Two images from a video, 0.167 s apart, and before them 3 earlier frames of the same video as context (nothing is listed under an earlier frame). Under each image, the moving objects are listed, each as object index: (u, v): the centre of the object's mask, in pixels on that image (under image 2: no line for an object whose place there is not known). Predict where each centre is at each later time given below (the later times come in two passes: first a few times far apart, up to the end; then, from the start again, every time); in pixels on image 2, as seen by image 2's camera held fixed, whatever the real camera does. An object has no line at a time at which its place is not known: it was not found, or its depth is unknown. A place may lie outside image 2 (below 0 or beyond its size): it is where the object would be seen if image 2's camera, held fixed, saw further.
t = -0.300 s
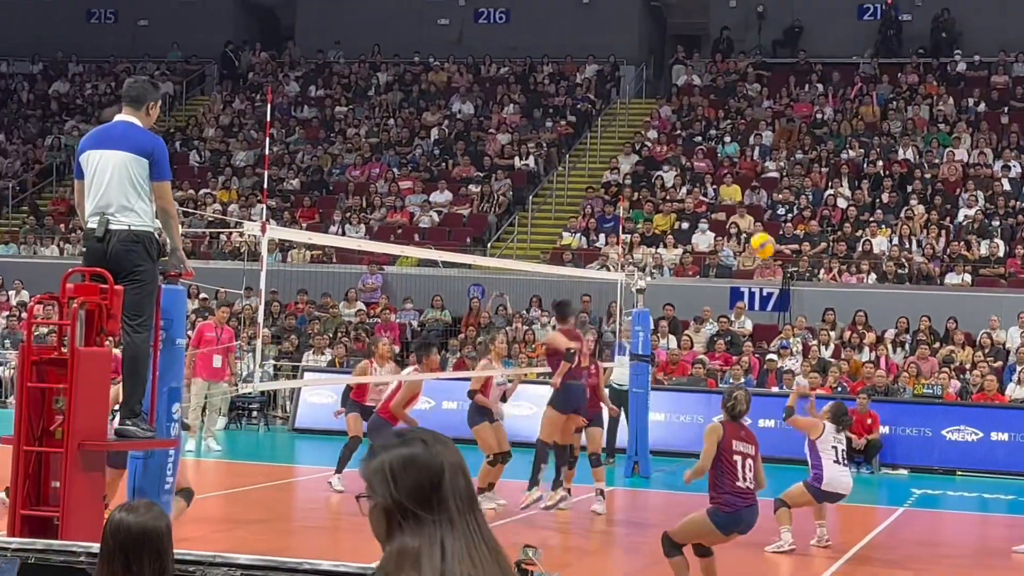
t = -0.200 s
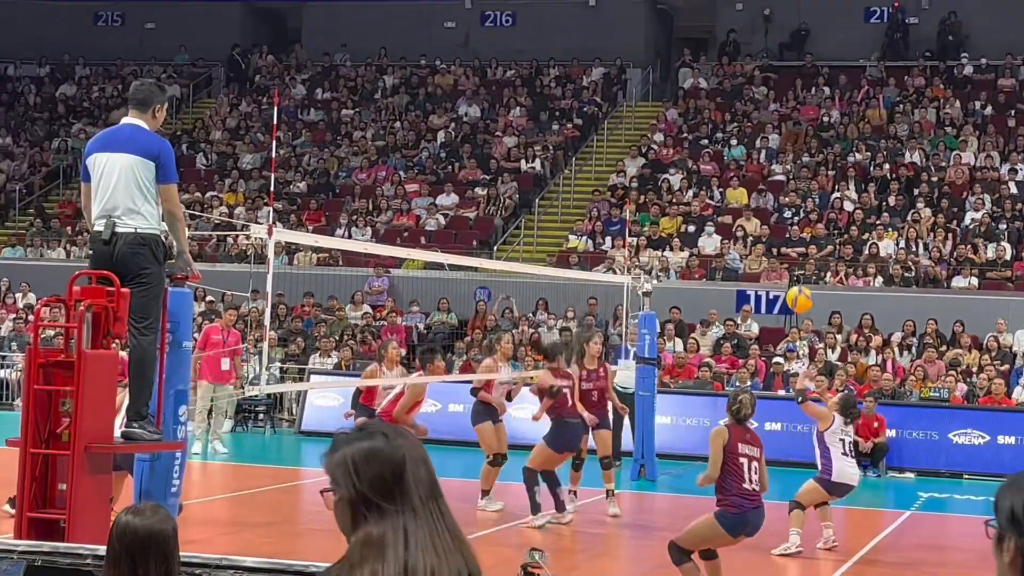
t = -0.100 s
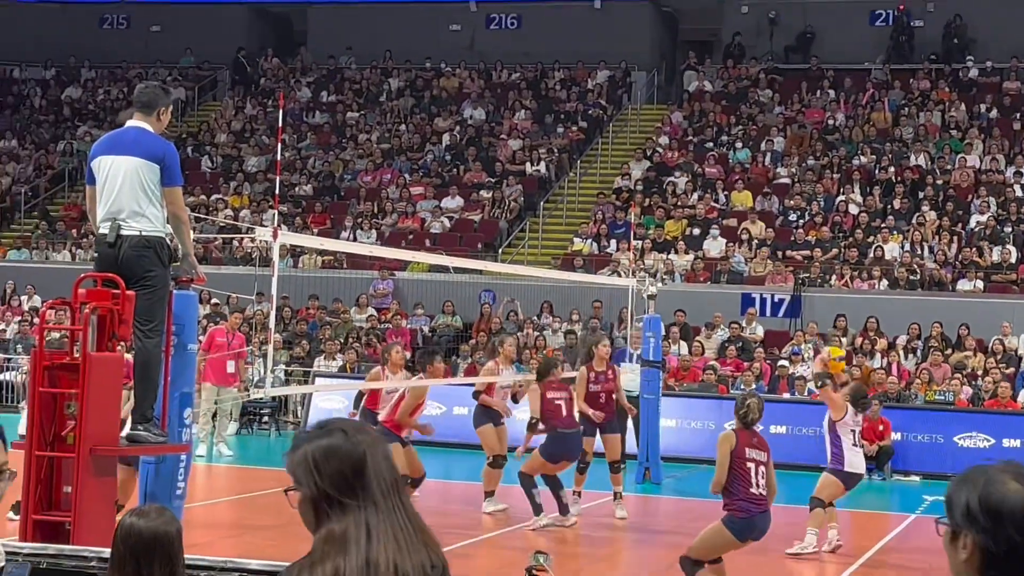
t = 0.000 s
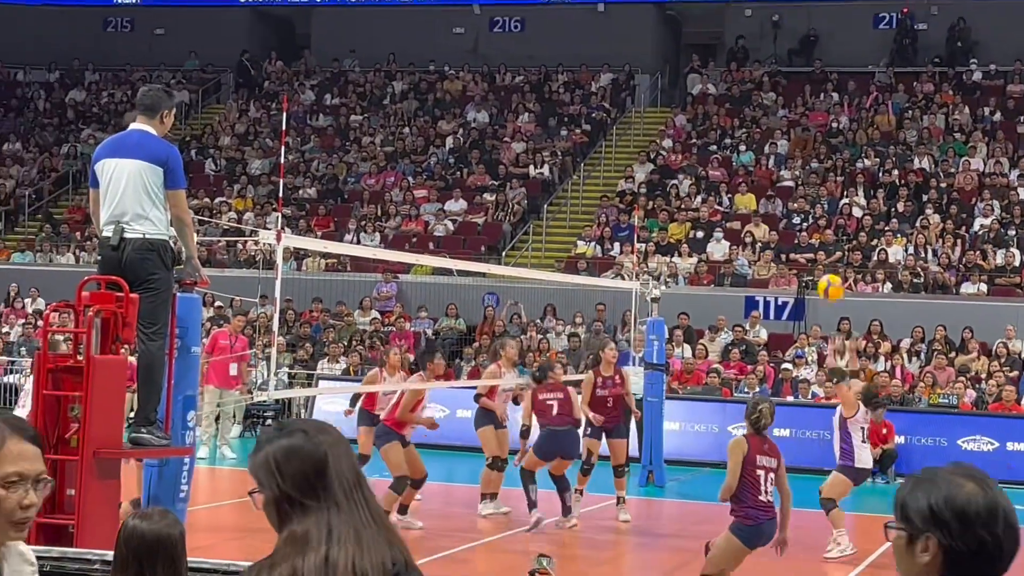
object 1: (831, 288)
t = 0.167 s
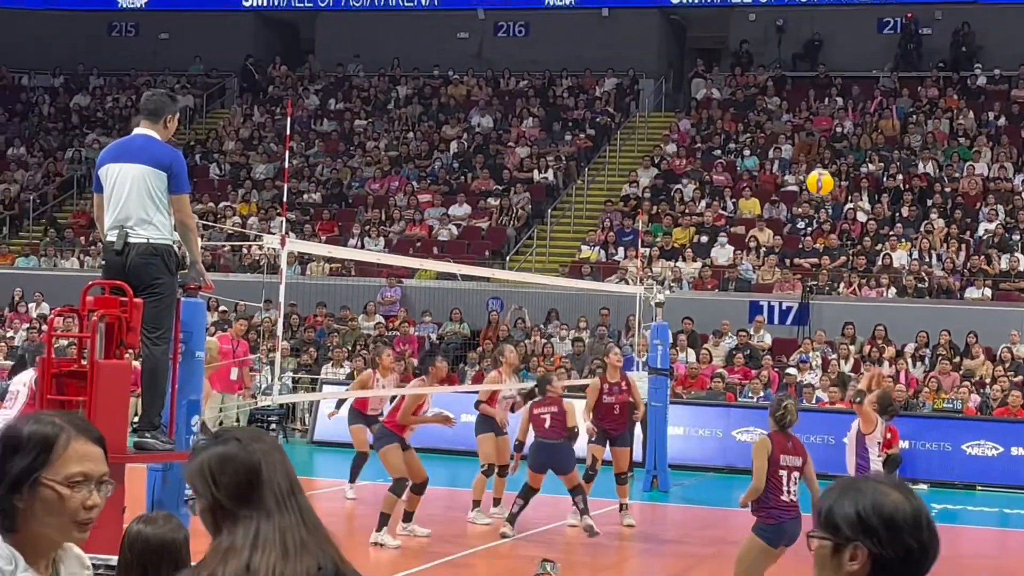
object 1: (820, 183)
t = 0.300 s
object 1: (808, 120)
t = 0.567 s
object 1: (782, 59)
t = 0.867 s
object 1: (750, 87)
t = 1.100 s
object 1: (722, 177)
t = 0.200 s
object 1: (817, 165)
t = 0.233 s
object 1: (814, 149)
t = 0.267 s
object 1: (811, 134)
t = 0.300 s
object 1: (808, 120)
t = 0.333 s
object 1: (805, 108)
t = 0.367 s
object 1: (801, 97)
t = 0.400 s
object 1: (798, 87)
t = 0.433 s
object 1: (795, 79)
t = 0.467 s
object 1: (792, 72)
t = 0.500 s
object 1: (789, 66)
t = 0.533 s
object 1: (785, 62)
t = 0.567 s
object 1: (782, 59)
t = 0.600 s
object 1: (779, 57)
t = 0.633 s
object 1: (775, 56)
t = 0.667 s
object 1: (772, 57)
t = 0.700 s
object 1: (768, 59)
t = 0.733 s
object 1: (765, 62)
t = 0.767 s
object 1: (761, 66)
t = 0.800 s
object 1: (757, 72)
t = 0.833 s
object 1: (754, 79)
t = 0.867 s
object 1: (750, 87)
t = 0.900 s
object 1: (745, 96)
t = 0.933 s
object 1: (742, 107)
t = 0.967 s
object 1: (738, 119)
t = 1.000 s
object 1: (734, 131)
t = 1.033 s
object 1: (730, 146)
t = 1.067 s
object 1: (727, 162)
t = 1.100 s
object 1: (722, 177)
